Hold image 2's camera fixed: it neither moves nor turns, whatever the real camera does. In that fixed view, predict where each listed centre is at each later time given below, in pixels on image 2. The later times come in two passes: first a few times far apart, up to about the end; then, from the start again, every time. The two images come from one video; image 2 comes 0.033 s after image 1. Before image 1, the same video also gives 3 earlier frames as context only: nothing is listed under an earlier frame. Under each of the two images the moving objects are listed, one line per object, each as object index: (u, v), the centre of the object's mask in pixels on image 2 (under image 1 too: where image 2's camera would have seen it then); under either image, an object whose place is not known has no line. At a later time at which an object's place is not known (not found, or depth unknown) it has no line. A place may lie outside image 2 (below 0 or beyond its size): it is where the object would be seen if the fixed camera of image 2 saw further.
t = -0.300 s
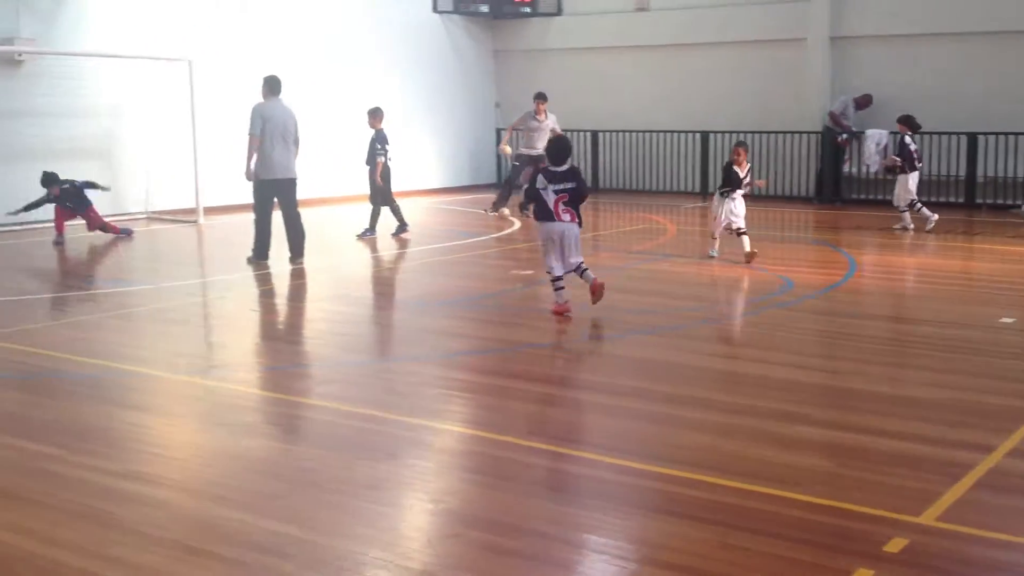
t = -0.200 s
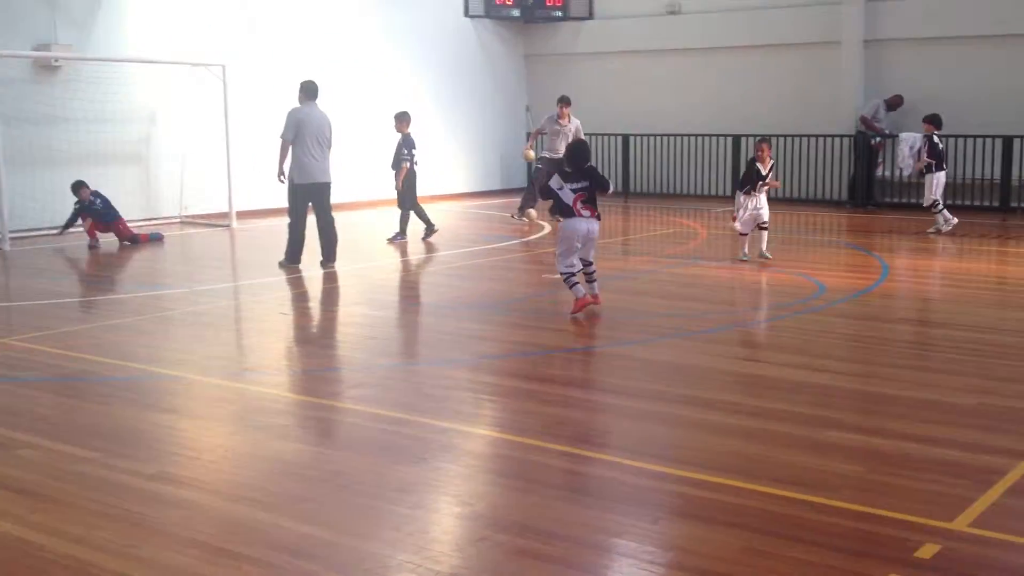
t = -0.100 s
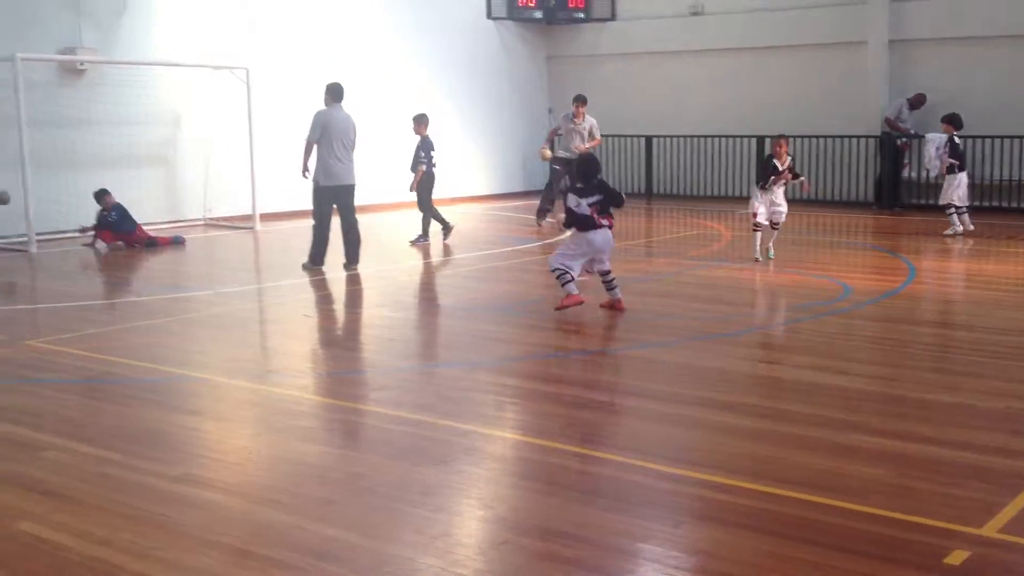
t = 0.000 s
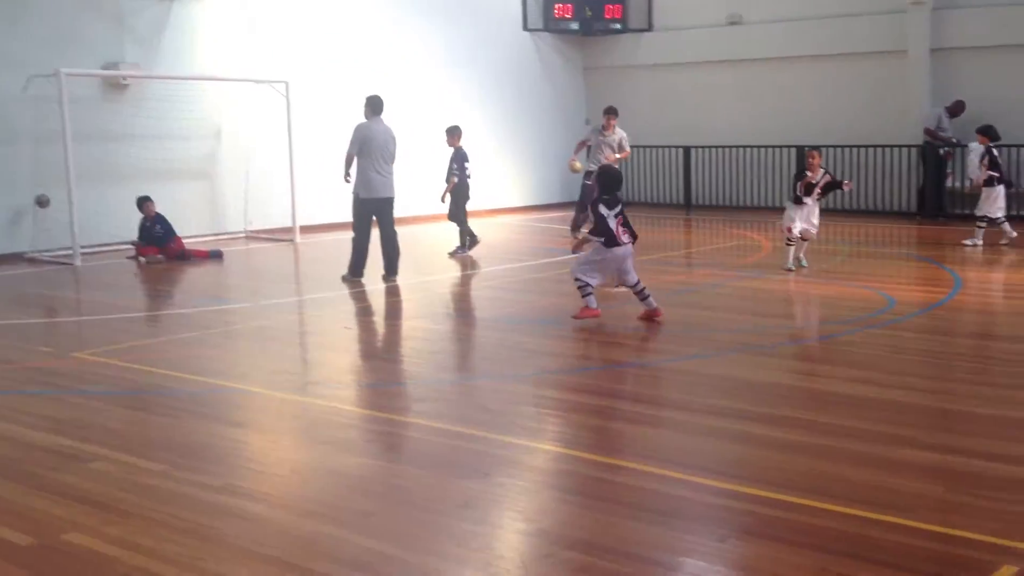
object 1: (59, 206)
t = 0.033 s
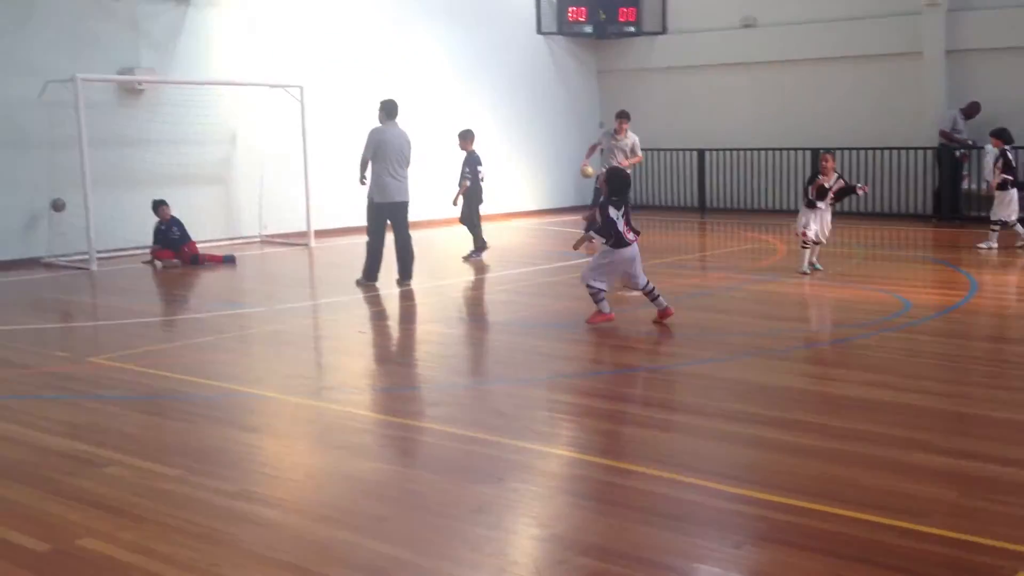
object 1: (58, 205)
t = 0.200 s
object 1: (52, 214)
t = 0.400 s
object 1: (54, 255)
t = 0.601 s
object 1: (79, 250)
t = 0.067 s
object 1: (56, 205)
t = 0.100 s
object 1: (55, 206)
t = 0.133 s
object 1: (54, 207)
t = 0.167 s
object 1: (54, 210)
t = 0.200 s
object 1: (52, 214)
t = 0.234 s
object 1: (52, 218)
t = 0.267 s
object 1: (52, 224)
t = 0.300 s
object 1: (52, 230)
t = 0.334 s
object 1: (53, 237)
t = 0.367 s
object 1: (54, 246)
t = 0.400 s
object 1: (54, 255)
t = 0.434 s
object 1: (57, 253)
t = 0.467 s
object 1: (63, 250)
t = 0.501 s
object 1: (67, 249)
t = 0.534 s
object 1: (71, 249)
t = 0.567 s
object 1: (74, 249)
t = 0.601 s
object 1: (79, 250)
